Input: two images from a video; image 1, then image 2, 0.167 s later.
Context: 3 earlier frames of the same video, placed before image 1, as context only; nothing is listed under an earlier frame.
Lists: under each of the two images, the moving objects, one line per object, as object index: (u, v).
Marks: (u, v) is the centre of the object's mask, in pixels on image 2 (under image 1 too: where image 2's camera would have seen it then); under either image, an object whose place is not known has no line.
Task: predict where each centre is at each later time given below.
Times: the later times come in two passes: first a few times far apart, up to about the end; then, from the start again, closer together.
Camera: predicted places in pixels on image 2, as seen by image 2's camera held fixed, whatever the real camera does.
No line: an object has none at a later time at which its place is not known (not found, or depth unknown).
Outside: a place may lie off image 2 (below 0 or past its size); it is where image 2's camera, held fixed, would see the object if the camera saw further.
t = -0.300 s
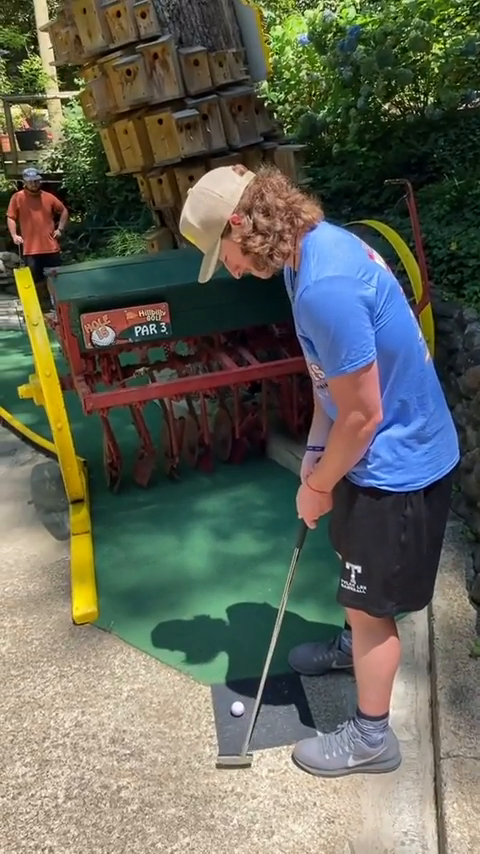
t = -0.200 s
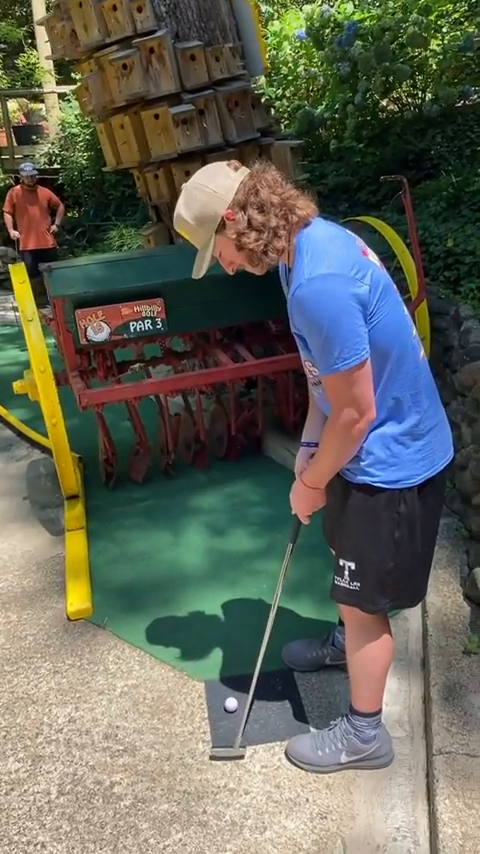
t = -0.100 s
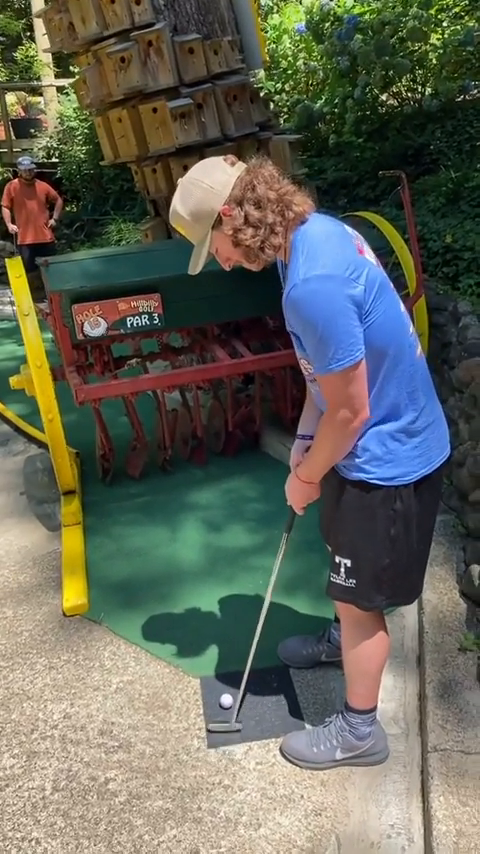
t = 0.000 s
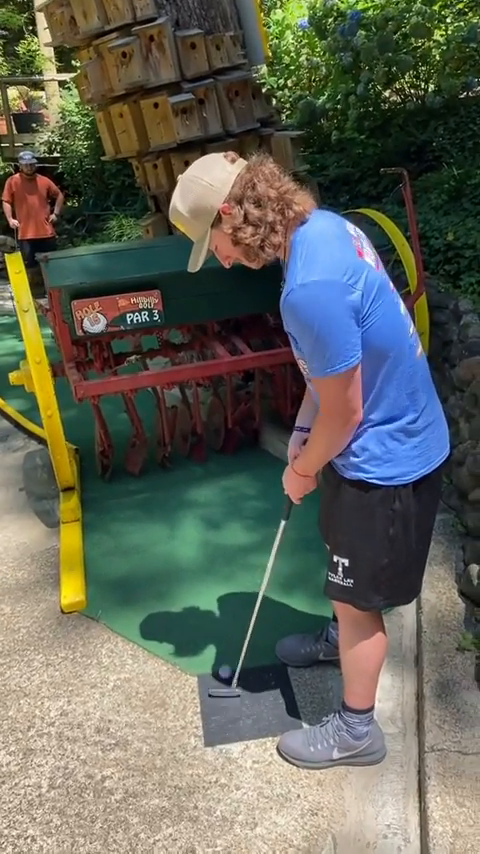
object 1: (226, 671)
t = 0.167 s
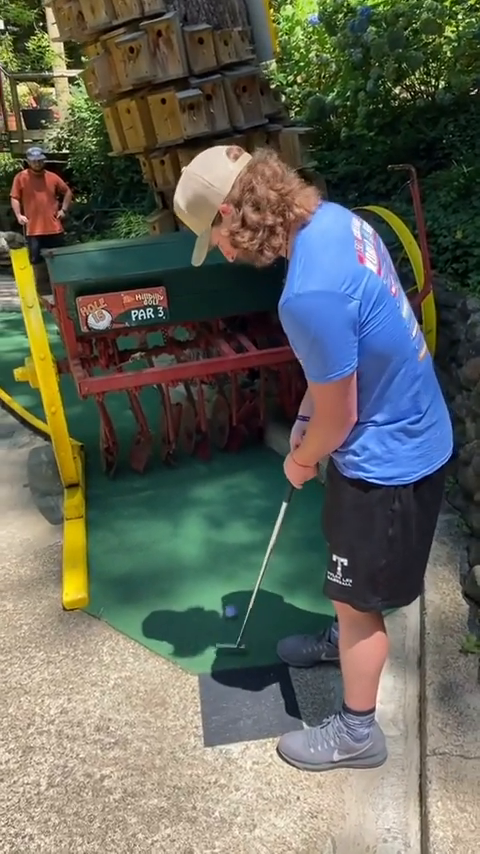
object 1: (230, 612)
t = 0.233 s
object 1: (232, 594)
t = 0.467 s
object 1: (232, 545)
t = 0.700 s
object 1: (231, 506)
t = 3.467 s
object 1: (218, 450)
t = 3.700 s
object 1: (217, 450)
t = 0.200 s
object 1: (231, 605)
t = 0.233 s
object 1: (232, 594)
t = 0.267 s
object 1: (231, 585)
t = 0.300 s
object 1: (231, 580)
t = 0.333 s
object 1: (231, 573)
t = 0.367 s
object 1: (231, 564)
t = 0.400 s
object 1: (231, 558)
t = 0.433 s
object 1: (231, 552)
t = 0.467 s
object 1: (232, 545)
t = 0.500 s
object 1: (231, 539)
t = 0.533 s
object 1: (231, 534)
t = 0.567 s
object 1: (232, 526)
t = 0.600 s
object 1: (231, 522)
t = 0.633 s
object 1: (231, 516)
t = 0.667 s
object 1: (231, 511)
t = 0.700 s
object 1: (231, 506)
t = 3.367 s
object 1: (219, 451)
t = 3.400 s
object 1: (219, 450)
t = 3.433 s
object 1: (218, 450)
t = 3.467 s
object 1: (218, 450)
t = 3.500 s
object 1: (218, 450)
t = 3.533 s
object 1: (218, 450)
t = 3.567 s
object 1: (218, 450)
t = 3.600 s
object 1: (217, 450)
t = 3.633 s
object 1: (217, 450)
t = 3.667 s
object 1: (218, 450)
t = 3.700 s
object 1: (217, 450)
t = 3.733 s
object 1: (217, 450)
